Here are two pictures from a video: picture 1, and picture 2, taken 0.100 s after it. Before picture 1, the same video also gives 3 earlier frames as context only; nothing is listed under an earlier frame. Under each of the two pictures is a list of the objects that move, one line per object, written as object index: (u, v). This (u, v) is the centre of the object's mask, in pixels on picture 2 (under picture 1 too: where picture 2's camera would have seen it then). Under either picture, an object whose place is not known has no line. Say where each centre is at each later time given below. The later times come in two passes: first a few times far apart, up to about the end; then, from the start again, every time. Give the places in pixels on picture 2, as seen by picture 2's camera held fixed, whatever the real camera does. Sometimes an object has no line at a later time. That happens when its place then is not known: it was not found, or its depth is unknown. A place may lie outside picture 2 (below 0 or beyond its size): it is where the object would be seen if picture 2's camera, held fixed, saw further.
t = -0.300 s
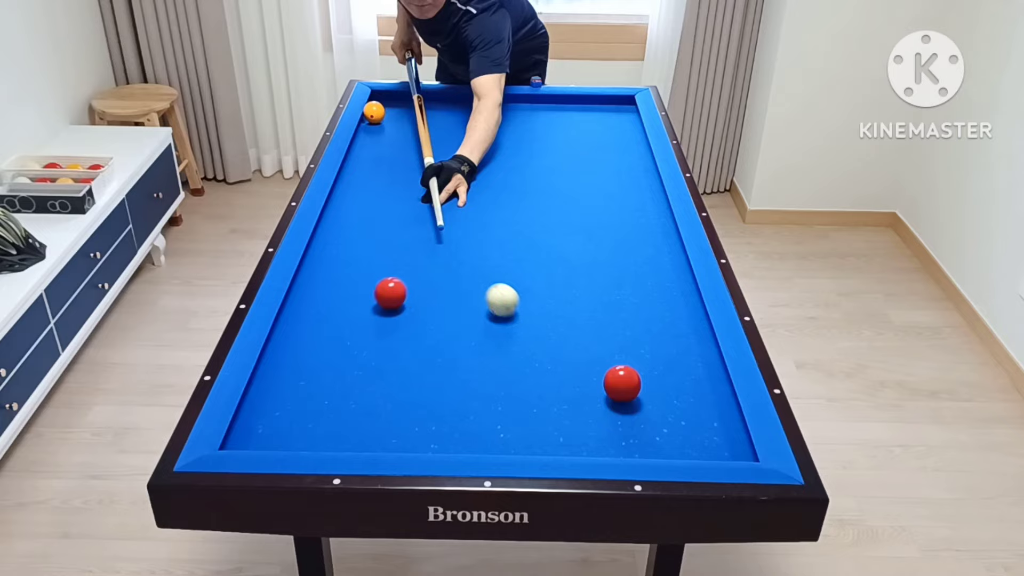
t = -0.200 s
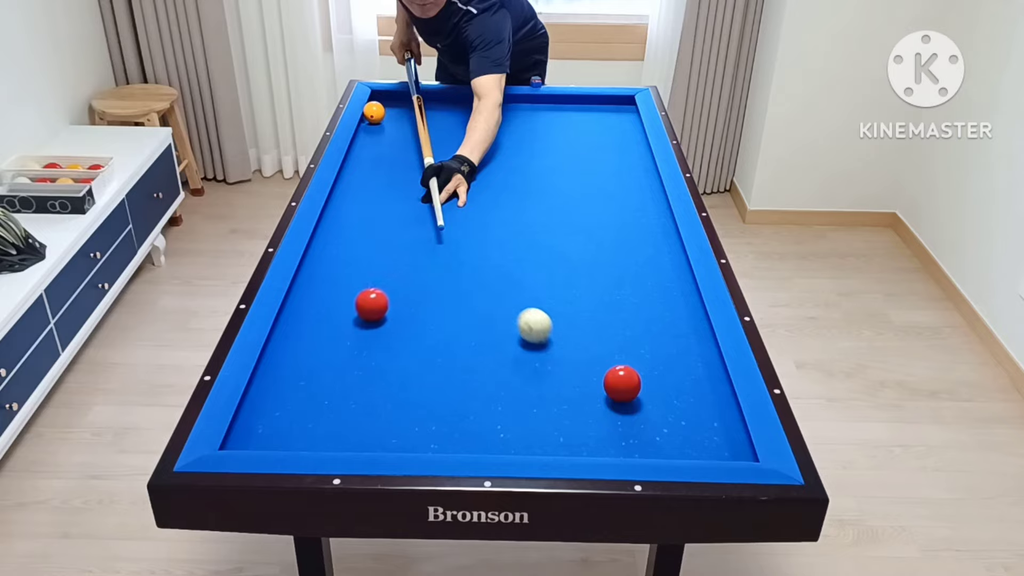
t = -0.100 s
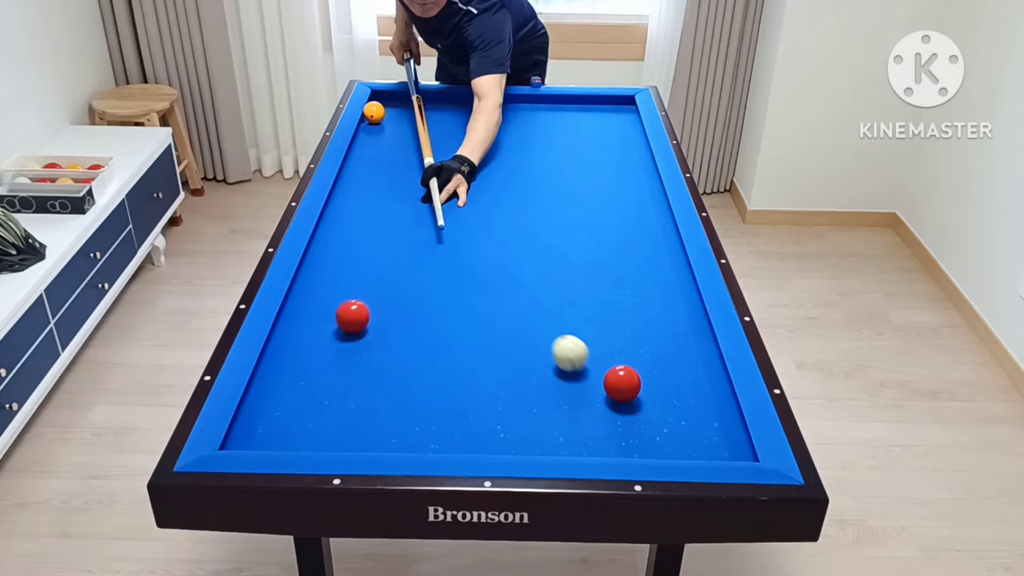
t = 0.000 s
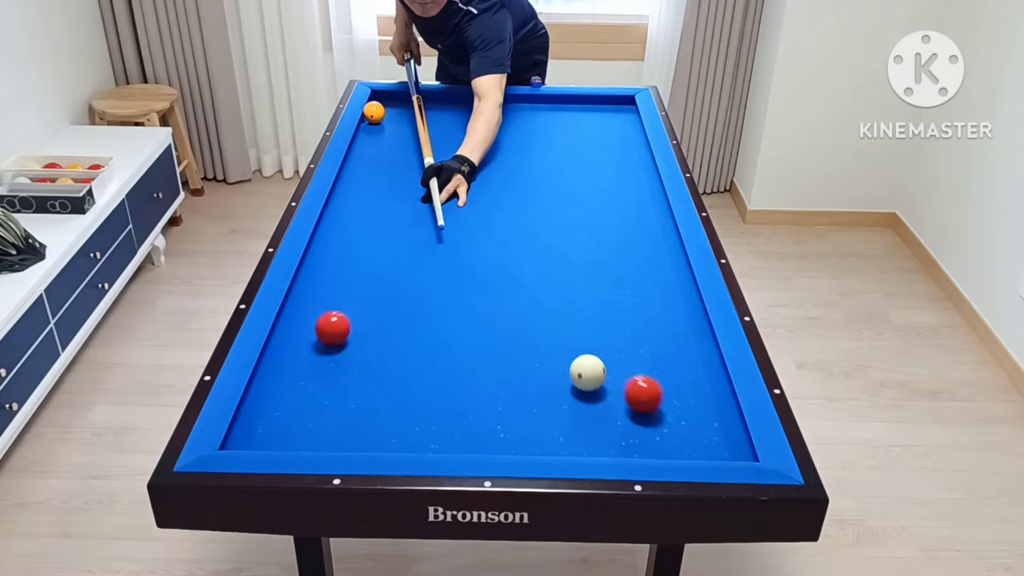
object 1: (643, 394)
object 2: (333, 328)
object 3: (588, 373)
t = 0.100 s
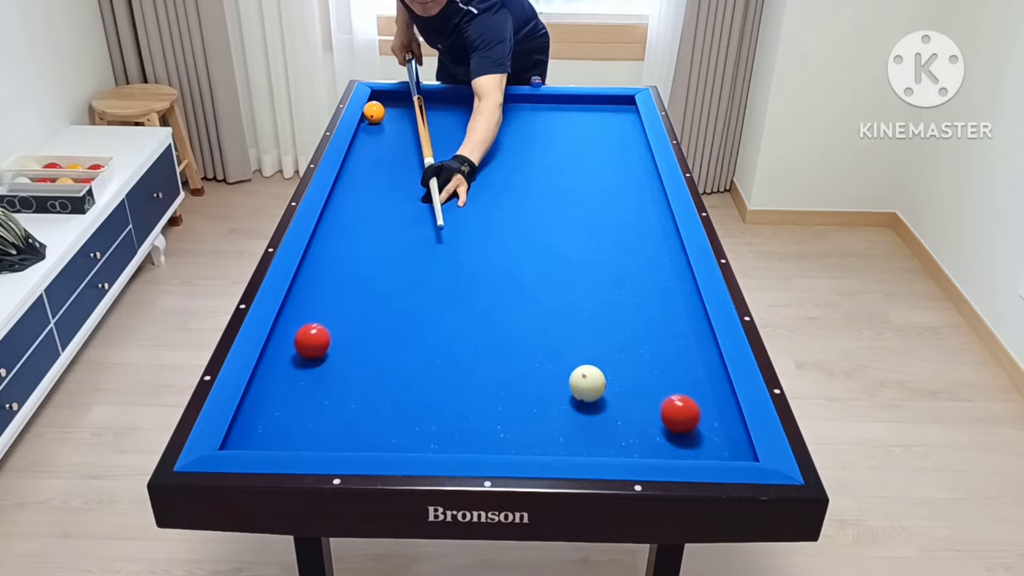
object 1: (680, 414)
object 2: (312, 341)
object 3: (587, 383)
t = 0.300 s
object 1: (729, 445)
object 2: (276, 367)
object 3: (588, 407)
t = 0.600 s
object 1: (675, 430)
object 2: (291, 404)
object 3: (591, 441)
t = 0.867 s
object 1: (633, 412)
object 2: (305, 436)
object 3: (589, 431)
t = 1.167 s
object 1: (596, 389)
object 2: (343, 422)
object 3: (582, 419)
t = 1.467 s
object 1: (567, 370)
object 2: (377, 405)
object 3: (574, 415)
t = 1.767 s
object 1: (544, 352)
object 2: (408, 392)
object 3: (569, 412)
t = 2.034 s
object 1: (527, 338)
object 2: (432, 383)
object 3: (568, 413)
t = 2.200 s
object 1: (517, 330)
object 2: (446, 379)
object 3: (569, 413)
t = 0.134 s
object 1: (690, 419)
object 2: (305, 345)
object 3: (587, 387)
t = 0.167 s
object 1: (701, 425)
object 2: (298, 350)
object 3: (587, 391)
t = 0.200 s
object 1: (711, 430)
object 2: (291, 354)
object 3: (588, 395)
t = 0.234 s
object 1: (722, 436)
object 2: (284, 359)
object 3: (588, 399)
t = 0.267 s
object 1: (732, 442)
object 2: (276, 363)
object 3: (588, 403)
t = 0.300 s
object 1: (729, 445)
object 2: (276, 367)
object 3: (588, 407)
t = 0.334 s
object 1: (724, 447)
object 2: (277, 371)
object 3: (588, 411)
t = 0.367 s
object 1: (718, 446)
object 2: (279, 375)
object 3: (589, 414)
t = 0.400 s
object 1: (712, 444)
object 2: (281, 379)
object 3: (589, 419)
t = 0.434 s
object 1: (705, 442)
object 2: (283, 383)
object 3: (589, 423)
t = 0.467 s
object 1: (699, 440)
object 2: (284, 387)
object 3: (590, 427)
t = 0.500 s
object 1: (693, 438)
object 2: (286, 391)
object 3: (590, 431)
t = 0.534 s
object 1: (687, 435)
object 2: (288, 395)
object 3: (590, 435)
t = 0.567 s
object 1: (681, 433)
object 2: (289, 400)
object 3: (591, 438)
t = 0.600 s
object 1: (675, 430)
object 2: (291, 404)
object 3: (591, 441)
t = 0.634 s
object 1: (670, 428)
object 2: (293, 408)
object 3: (592, 443)
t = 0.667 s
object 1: (664, 426)
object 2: (295, 412)
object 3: (591, 441)
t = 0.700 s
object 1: (659, 423)
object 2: (296, 416)
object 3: (591, 440)
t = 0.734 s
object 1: (653, 421)
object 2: (298, 421)
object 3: (590, 439)
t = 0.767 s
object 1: (648, 419)
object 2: (300, 425)
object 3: (590, 437)
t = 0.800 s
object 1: (643, 417)
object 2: (302, 430)
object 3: (589, 435)
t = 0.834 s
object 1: (638, 414)
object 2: (303, 434)
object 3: (589, 433)
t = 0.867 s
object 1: (633, 412)
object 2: (305, 436)
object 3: (589, 431)
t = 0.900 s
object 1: (628, 410)
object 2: (308, 437)
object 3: (589, 429)
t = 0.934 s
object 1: (623, 408)
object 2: (313, 436)
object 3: (588, 427)
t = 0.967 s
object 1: (619, 406)
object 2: (317, 434)
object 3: (588, 425)
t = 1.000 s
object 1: (615, 403)
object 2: (322, 433)
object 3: (588, 423)
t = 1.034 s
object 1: (611, 400)
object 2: (326, 431)
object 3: (587, 422)
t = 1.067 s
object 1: (607, 397)
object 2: (330, 429)
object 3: (586, 421)
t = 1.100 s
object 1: (604, 394)
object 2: (334, 426)
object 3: (585, 420)
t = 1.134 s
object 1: (600, 392)
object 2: (338, 424)
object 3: (583, 420)
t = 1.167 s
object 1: (596, 389)
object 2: (343, 422)
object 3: (582, 419)
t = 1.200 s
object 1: (592, 387)
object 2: (347, 420)
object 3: (581, 419)
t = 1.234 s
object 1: (589, 385)
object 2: (351, 418)
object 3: (580, 418)
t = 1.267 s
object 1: (585, 383)
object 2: (355, 416)
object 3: (579, 417)
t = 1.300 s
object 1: (582, 381)
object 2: (359, 414)
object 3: (578, 417)
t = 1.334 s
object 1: (579, 379)
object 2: (362, 412)
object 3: (577, 416)
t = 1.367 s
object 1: (576, 377)
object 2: (366, 411)
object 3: (576, 416)
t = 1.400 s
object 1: (573, 375)
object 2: (370, 409)
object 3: (575, 416)
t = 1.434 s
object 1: (570, 372)
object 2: (374, 407)
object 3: (575, 415)
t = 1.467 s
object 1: (567, 370)
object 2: (377, 405)
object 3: (574, 415)
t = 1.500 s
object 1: (564, 368)
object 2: (381, 404)
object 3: (573, 414)
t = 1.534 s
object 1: (561, 366)
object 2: (384, 402)
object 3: (572, 414)
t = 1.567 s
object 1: (559, 364)
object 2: (388, 401)
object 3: (572, 414)
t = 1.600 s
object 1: (556, 362)
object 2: (391, 399)
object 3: (571, 413)
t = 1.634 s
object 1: (554, 360)
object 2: (395, 398)
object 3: (571, 413)
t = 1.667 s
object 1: (551, 358)
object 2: (398, 396)
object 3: (570, 413)
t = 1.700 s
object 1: (549, 356)
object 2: (401, 395)
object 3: (570, 413)
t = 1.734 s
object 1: (546, 354)
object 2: (405, 394)
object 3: (570, 413)
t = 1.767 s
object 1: (544, 352)
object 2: (408, 392)
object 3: (569, 412)
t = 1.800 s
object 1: (542, 350)
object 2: (411, 391)
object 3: (569, 412)
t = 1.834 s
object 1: (539, 348)
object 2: (414, 390)
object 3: (569, 412)
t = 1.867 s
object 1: (537, 346)
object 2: (417, 389)
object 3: (569, 413)
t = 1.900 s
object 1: (535, 345)
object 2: (420, 388)
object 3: (568, 413)
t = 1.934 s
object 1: (533, 343)
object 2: (423, 387)
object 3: (568, 413)
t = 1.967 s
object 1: (531, 342)
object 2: (426, 385)
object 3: (568, 413)
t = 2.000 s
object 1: (529, 340)
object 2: (429, 384)
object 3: (568, 413)
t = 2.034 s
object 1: (527, 338)
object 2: (432, 383)
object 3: (568, 413)
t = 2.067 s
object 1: (525, 336)
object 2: (435, 383)
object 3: (568, 413)
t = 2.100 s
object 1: (523, 335)
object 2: (438, 381)
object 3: (568, 413)
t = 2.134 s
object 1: (521, 333)
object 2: (441, 381)
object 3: (569, 413)
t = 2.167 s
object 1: (519, 331)
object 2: (444, 380)
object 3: (569, 413)
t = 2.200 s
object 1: (517, 330)
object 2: (446, 379)
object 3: (569, 413)
